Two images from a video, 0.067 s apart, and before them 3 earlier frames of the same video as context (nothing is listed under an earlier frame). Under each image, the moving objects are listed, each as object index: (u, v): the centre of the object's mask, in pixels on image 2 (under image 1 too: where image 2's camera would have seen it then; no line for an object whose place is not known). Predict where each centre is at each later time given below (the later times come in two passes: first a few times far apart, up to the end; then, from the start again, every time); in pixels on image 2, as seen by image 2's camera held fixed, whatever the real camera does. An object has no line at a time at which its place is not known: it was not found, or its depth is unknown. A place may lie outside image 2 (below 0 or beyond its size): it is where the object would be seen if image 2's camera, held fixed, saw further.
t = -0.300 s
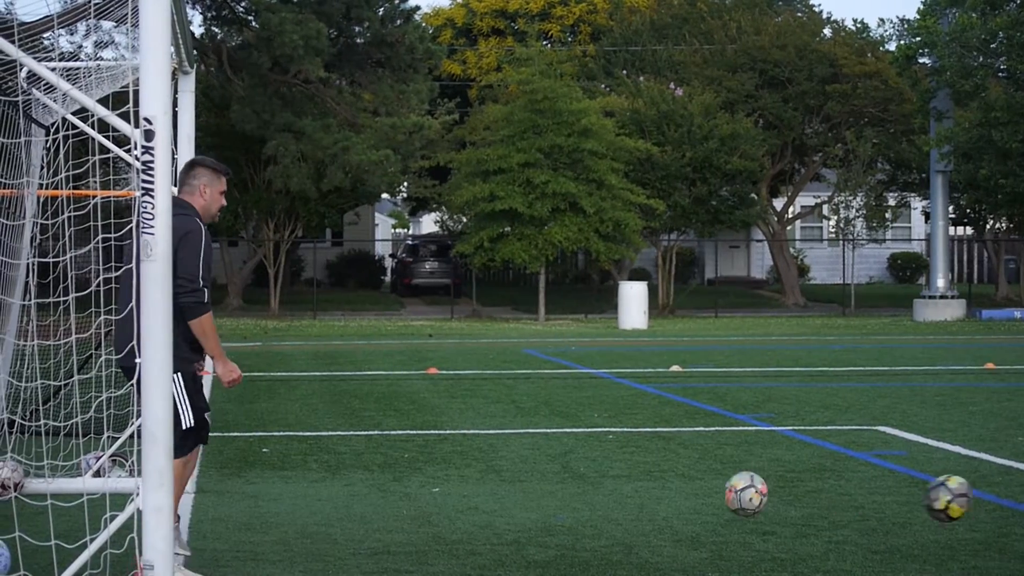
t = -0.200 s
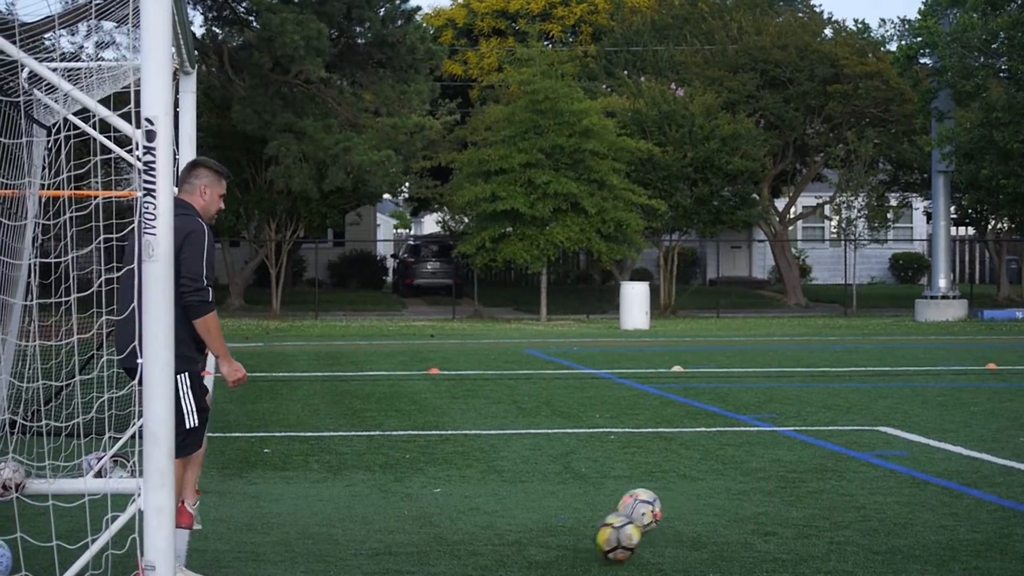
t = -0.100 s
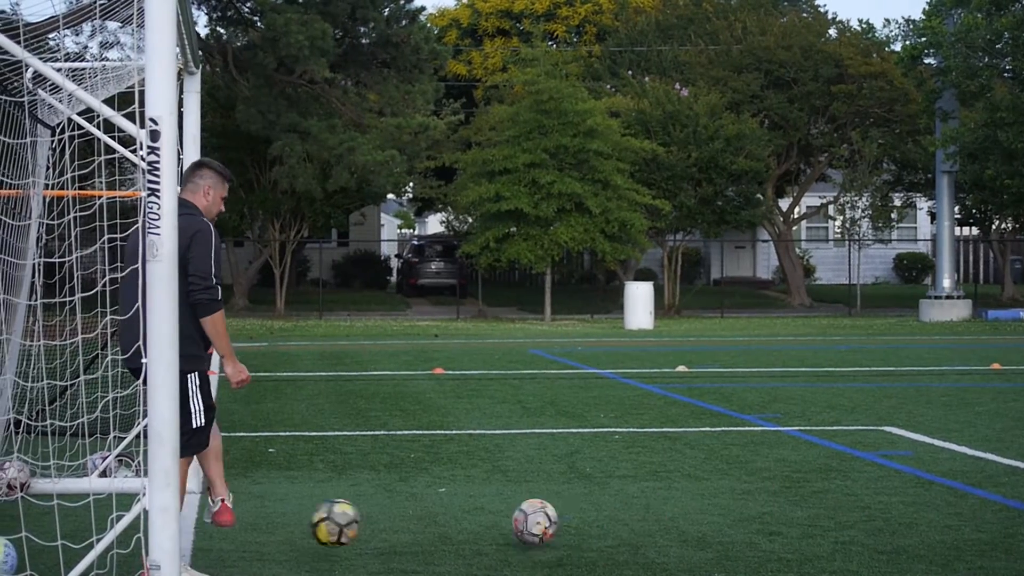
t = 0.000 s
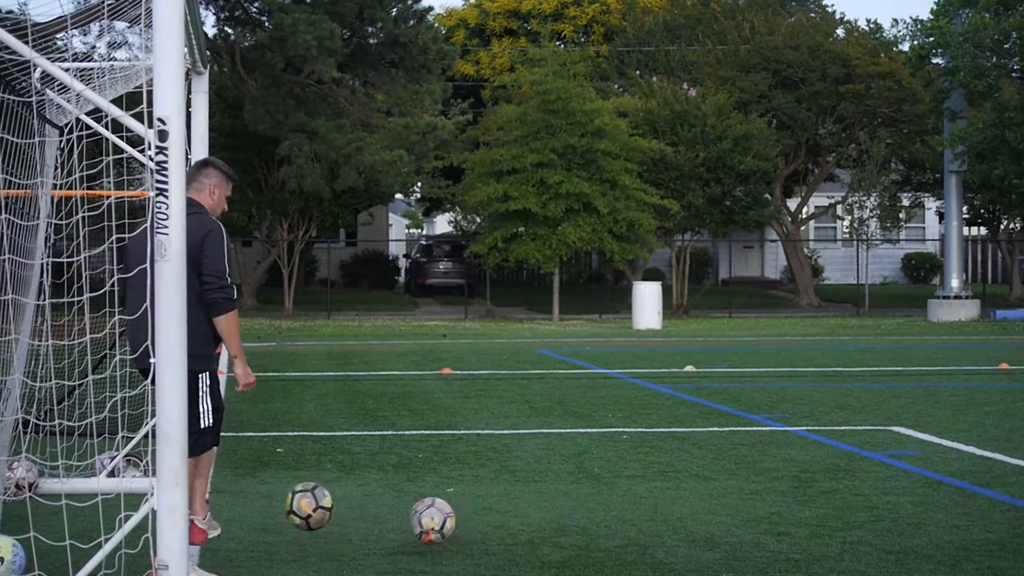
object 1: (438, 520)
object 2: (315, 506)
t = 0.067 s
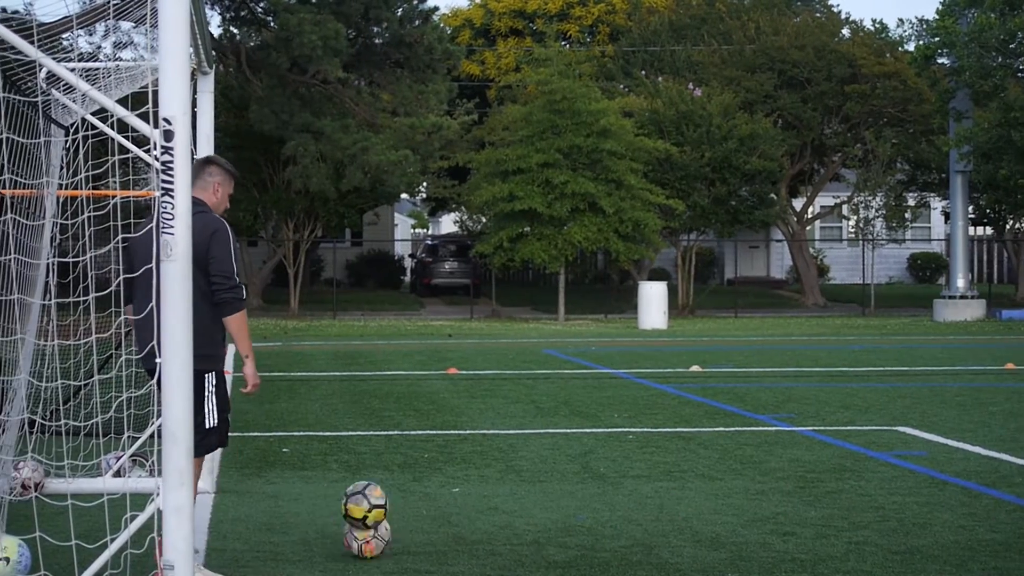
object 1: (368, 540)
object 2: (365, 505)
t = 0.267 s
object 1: (284, 496)
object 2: (383, 503)
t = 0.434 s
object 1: (217, 521)
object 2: (396, 535)
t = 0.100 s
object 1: (352, 534)
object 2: (368, 498)
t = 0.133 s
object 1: (337, 519)
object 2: (370, 495)
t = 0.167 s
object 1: (325, 509)
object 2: (374, 493)
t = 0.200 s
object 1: (312, 503)
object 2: (377, 494)
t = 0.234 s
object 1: (297, 498)
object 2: (380, 497)
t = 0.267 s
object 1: (284, 496)
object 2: (383, 503)
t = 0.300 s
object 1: (270, 496)
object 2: (387, 511)
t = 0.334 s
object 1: (257, 499)
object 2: (391, 522)
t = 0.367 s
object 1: (243, 504)
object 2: (394, 535)
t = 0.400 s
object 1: (230, 511)
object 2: (396, 544)
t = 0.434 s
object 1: (217, 521)
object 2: (396, 535)
